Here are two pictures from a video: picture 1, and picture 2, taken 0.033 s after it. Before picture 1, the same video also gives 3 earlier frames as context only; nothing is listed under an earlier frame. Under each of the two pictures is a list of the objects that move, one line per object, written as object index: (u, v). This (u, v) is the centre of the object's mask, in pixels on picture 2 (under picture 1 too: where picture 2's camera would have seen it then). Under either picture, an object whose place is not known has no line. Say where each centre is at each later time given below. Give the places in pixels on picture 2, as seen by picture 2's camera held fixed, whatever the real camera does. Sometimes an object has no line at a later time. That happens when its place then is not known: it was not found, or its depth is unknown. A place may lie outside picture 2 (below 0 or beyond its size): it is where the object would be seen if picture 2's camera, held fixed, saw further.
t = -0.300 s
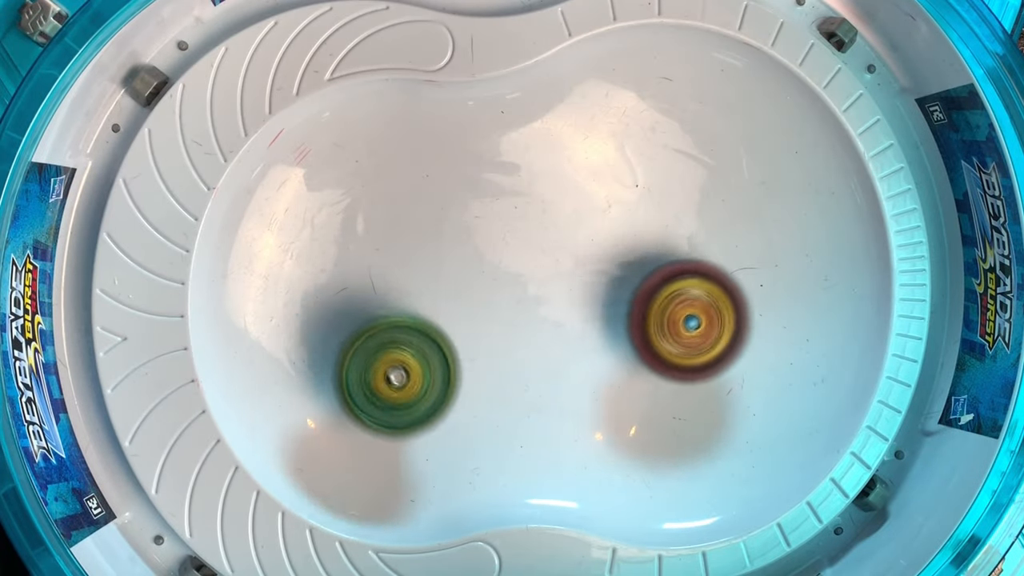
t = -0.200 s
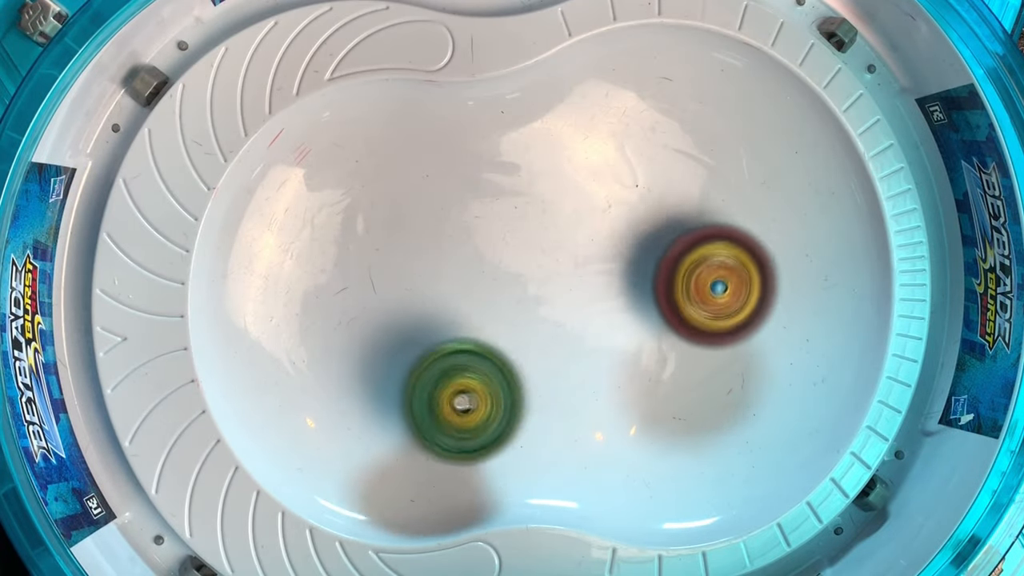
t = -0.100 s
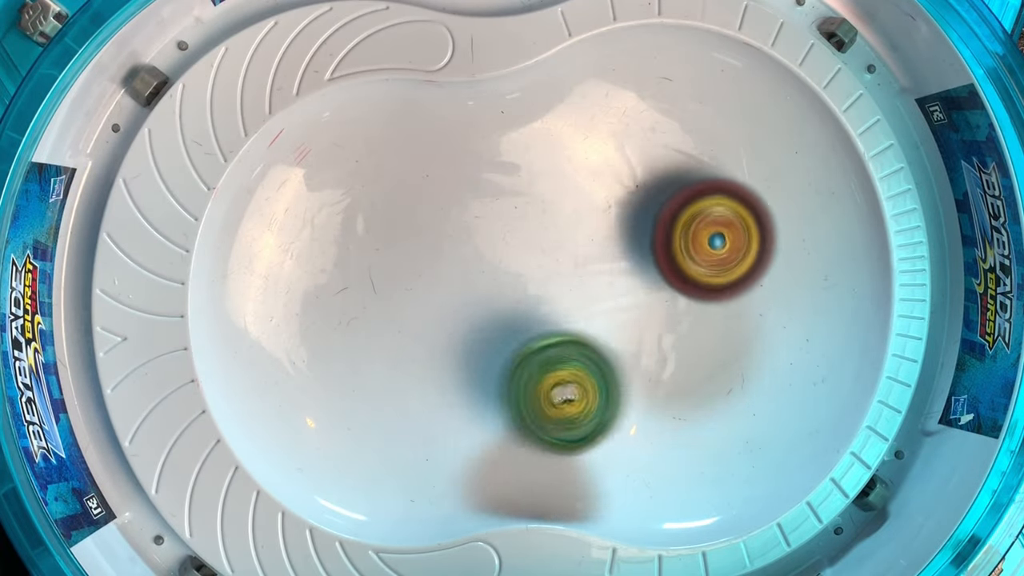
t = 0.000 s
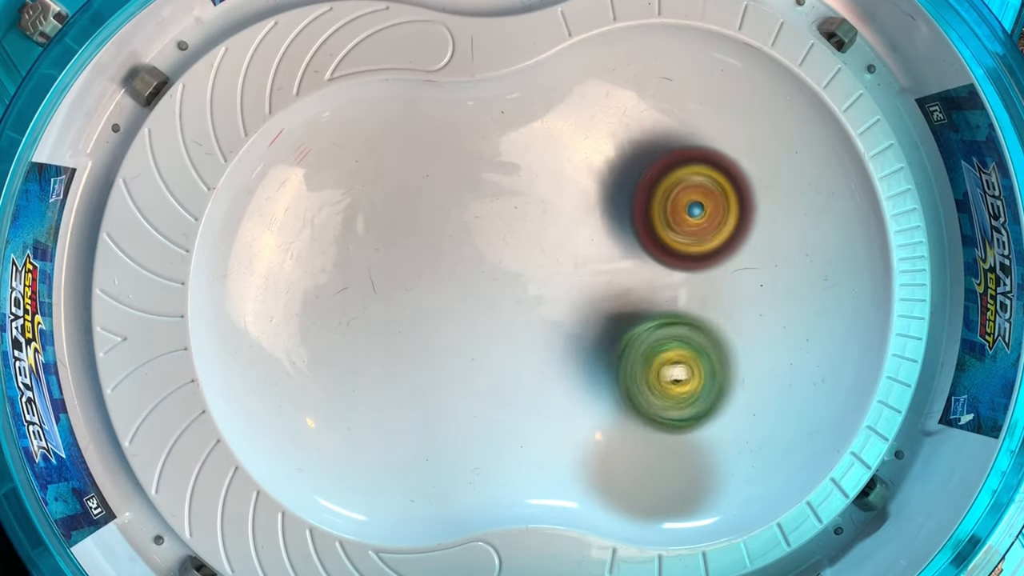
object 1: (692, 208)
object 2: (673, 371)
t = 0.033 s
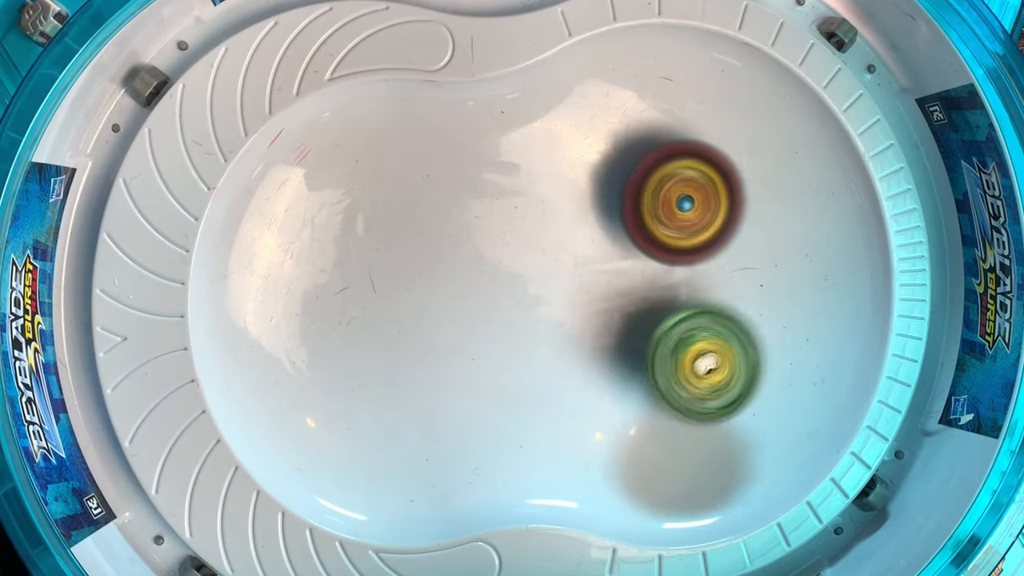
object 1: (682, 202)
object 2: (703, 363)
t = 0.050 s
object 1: (676, 200)
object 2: (716, 356)
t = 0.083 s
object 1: (665, 199)
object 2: (737, 338)
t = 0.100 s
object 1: (660, 200)
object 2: (744, 325)
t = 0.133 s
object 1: (648, 202)
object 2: (752, 297)
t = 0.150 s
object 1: (643, 205)
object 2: (753, 281)
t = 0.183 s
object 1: (626, 209)
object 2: (761, 257)
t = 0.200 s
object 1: (614, 209)
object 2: (766, 247)
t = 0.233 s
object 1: (591, 215)
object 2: (769, 224)
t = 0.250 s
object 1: (580, 220)
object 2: (767, 213)
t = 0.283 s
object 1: (560, 231)
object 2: (755, 189)
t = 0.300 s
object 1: (549, 237)
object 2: (746, 177)
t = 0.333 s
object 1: (531, 248)
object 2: (722, 158)
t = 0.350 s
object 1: (524, 254)
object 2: (706, 151)
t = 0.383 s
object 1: (511, 264)
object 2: (673, 146)
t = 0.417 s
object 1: (500, 273)
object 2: (640, 152)
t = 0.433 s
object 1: (495, 277)
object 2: (623, 161)
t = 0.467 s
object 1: (488, 286)
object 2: (596, 183)
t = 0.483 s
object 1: (485, 290)
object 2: (584, 197)
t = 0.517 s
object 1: (452, 317)
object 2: (590, 209)
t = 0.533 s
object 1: (430, 334)
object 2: (599, 210)
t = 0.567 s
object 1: (392, 365)
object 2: (617, 218)
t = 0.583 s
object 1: (375, 378)
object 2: (625, 223)
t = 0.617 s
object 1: (349, 401)
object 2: (641, 235)
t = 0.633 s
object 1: (340, 412)
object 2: (650, 241)
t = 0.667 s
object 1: (329, 428)
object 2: (671, 250)
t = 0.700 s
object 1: (330, 441)
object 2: (692, 257)
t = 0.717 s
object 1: (334, 447)
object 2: (703, 259)
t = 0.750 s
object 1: (349, 456)
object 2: (724, 261)
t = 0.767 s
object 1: (359, 459)
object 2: (733, 262)
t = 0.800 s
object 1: (383, 464)
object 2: (751, 259)
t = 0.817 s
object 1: (396, 465)
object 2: (758, 257)
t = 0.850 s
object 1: (421, 461)
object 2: (770, 250)
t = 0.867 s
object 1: (432, 456)
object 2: (774, 245)
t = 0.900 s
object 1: (454, 440)
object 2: (777, 233)
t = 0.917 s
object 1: (465, 431)
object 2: (776, 227)
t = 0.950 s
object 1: (484, 413)
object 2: (771, 213)
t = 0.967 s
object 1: (493, 403)
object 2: (766, 206)
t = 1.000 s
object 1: (507, 383)
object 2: (755, 196)
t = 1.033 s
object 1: (519, 363)
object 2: (739, 190)
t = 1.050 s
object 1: (524, 353)
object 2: (730, 189)
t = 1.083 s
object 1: (530, 334)
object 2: (709, 191)
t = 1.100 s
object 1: (532, 326)
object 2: (699, 196)
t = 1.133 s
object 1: (533, 311)
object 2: (681, 208)
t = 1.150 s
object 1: (531, 304)
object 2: (672, 217)
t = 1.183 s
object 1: (525, 294)
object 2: (658, 240)
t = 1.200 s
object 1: (520, 290)
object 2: (652, 252)
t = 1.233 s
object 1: (508, 283)
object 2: (643, 282)
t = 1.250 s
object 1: (500, 280)
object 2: (640, 297)
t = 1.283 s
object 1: (485, 273)
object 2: (640, 329)
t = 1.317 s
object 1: (468, 266)
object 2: (645, 359)
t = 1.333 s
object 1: (458, 262)
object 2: (650, 374)
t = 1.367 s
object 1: (439, 255)
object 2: (665, 403)
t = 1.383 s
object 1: (429, 251)
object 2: (674, 415)
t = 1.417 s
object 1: (407, 243)
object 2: (695, 434)
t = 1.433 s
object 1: (397, 239)
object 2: (707, 440)
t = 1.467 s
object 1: (375, 233)
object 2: (732, 445)
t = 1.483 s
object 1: (365, 231)
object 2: (745, 443)
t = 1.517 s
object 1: (343, 230)
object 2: (769, 432)
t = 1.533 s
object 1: (334, 232)
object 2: (779, 421)
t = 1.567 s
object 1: (314, 240)
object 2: (793, 390)
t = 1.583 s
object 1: (306, 246)
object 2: (796, 374)
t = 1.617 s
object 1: (293, 263)
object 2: (793, 339)
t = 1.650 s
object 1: (285, 284)
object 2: (779, 306)
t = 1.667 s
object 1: (284, 296)
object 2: (769, 290)
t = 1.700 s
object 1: (287, 320)
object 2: (742, 263)
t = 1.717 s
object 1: (291, 331)
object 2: (726, 252)
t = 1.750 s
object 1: (303, 350)
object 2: (691, 236)
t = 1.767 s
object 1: (311, 357)
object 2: (674, 232)
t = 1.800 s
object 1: (329, 368)
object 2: (636, 228)
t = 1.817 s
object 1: (340, 370)
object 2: (619, 230)
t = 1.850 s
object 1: (360, 371)
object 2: (577, 238)
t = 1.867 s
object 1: (369, 369)
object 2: (557, 243)
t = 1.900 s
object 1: (388, 362)
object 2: (516, 251)
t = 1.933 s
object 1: (398, 356)
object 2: (485, 258)
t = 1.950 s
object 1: (389, 364)
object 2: (483, 247)
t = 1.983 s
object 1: (373, 375)
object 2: (479, 226)
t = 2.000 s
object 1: (368, 379)
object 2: (476, 215)
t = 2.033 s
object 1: (363, 383)
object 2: (467, 198)
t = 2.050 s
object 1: (363, 383)
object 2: (460, 191)
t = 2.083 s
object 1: (368, 381)
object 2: (444, 179)
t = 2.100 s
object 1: (373, 379)
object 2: (433, 174)
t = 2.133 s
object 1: (384, 374)
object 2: (410, 168)
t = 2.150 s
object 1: (390, 371)
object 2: (396, 165)
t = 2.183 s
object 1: (401, 364)
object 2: (368, 163)
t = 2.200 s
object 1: (405, 360)
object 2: (353, 164)
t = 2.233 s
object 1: (414, 351)
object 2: (327, 177)
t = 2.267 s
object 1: (421, 341)
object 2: (306, 202)
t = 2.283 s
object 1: (424, 336)
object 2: (299, 216)
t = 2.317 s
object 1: (429, 327)
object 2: (294, 249)
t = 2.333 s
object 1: (432, 322)
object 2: (296, 267)
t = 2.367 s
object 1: (441, 315)
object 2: (300, 297)
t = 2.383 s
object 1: (463, 318)
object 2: (285, 307)
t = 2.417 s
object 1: (506, 323)
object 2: (262, 326)
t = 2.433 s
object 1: (524, 326)
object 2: (258, 336)
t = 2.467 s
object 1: (557, 328)
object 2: (257, 361)
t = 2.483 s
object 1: (572, 328)
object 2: (263, 372)
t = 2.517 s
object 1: (597, 327)
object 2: (283, 400)
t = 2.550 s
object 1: (619, 326)
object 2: (311, 423)
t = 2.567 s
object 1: (629, 326)
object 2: (329, 429)
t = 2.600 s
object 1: (650, 326)
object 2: (362, 434)
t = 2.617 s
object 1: (660, 325)
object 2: (381, 430)
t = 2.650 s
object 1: (676, 322)
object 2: (413, 418)
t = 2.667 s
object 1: (686, 321)
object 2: (427, 407)
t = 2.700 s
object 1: (702, 316)
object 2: (455, 384)
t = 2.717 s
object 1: (709, 313)
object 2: (467, 372)
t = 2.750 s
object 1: (720, 304)
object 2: (490, 346)
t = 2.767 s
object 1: (725, 300)
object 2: (501, 335)
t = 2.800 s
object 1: (733, 291)
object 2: (518, 313)
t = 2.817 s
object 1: (737, 286)
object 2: (528, 302)
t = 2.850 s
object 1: (742, 277)
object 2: (542, 281)
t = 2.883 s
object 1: (745, 268)
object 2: (553, 262)
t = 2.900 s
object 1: (746, 263)
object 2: (559, 254)
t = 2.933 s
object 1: (746, 253)
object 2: (565, 237)
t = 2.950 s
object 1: (746, 248)
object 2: (568, 230)
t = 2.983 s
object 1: (744, 240)
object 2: (571, 219)
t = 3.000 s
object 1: (743, 235)
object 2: (571, 214)
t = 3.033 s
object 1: (738, 227)
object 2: (572, 207)
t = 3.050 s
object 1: (735, 224)
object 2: (571, 204)
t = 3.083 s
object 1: (729, 218)
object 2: (574, 201)
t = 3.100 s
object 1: (726, 216)
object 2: (575, 201)
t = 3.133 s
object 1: (718, 213)
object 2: (577, 202)
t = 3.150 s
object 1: (715, 212)
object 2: (579, 205)
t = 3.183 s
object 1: (707, 211)
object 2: (583, 210)
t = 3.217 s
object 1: (712, 215)
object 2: (573, 214)
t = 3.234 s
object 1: (714, 218)
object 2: (565, 219)
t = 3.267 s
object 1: (714, 226)
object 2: (551, 226)
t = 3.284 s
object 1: (713, 228)
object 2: (546, 230)
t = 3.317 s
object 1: (709, 233)
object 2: (537, 238)
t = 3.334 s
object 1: (707, 235)
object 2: (533, 241)
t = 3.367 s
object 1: (704, 242)
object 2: (530, 251)
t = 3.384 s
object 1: (702, 244)
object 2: (528, 257)
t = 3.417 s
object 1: (697, 251)
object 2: (529, 267)
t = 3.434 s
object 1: (695, 254)
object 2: (530, 275)
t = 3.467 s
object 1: (691, 261)
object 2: (535, 285)
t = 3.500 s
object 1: (688, 269)
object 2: (543, 296)
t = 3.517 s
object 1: (688, 273)
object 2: (548, 303)
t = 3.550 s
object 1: (685, 281)
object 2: (558, 314)
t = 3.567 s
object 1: (684, 285)
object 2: (565, 320)
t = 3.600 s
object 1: (687, 293)
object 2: (574, 329)
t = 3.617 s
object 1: (699, 297)
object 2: (563, 333)
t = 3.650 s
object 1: (728, 306)
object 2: (536, 343)
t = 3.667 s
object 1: (739, 310)
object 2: (523, 349)
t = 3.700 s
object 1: (753, 317)
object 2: (500, 358)
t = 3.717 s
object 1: (756, 318)
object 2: (490, 363)
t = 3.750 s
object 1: (759, 318)
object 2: (472, 367)
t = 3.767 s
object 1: (760, 317)
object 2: (465, 367)
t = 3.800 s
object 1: (760, 315)
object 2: (449, 368)
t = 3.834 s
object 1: (757, 313)
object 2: (431, 367)
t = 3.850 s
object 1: (755, 312)
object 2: (421, 365)
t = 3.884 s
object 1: (751, 311)
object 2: (402, 361)
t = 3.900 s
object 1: (748, 310)
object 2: (393, 361)
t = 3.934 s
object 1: (740, 308)
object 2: (373, 356)
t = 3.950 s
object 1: (737, 309)
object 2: (364, 354)
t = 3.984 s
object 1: (728, 310)
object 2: (347, 353)
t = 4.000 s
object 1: (724, 311)
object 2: (338, 353)
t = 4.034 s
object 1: (714, 314)
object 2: (324, 354)
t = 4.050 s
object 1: (708, 316)
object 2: (318, 357)
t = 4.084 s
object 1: (697, 319)
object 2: (309, 361)
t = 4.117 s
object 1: (686, 324)
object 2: (305, 366)
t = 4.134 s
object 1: (681, 327)
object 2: (306, 367)
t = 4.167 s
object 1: (671, 333)
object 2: (311, 373)
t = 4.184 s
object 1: (665, 335)
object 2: (313, 375)
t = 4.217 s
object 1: (656, 341)
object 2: (324, 374)
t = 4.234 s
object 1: (652, 345)
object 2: (329, 375)
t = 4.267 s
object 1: (644, 351)
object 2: (340, 367)
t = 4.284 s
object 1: (641, 354)
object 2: (347, 361)
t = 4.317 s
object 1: (636, 360)
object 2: (357, 348)
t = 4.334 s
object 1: (634, 362)
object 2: (360, 340)
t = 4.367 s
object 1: (630, 368)
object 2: (369, 322)
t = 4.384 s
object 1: (629, 370)
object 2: (375, 313)
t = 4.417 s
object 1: (626, 374)
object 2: (381, 293)
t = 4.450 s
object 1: (625, 377)
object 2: (386, 273)
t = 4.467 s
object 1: (624, 378)
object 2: (388, 261)
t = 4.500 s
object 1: (623, 378)
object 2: (392, 242)
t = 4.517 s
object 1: (623, 378)
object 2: (391, 234)
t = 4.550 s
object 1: (622, 376)
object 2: (391, 215)
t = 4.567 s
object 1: (622, 375)
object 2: (390, 207)
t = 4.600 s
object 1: (622, 370)
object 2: (385, 193)
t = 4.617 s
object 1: (621, 367)
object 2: (381, 189)
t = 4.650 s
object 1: (621, 360)
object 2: (374, 180)
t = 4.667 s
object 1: (620, 356)
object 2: (371, 180)
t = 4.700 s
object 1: (618, 347)
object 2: (363, 181)
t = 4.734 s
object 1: (614, 337)
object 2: (355, 186)
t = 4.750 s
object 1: (613, 331)
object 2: (354, 188)
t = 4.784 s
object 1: (607, 320)
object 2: (352, 199)
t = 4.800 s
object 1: (604, 313)
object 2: (353, 208)
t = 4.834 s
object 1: (597, 302)
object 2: (357, 223)
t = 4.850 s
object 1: (594, 296)
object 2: (363, 229)
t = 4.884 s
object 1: (586, 283)
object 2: (374, 246)
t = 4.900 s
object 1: (582, 276)
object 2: (380, 254)
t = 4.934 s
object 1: (573, 264)
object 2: (396, 267)
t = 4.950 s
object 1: (569, 258)
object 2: (406, 274)
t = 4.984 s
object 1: (559, 247)
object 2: (425, 287)
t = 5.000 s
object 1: (555, 242)
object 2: (432, 292)
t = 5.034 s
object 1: (556, 229)
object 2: (442, 310)
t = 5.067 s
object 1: (563, 218)
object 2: (448, 332)
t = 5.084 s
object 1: (563, 214)
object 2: (453, 345)
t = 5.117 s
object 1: (563, 207)
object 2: (464, 365)
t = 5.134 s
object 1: (561, 205)
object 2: (470, 372)
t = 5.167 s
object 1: (556, 200)
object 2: (486, 388)
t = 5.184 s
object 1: (553, 198)
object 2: (497, 397)
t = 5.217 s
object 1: (547, 195)
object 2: (517, 407)
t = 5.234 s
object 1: (543, 193)
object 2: (528, 409)
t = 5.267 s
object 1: (538, 190)
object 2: (552, 416)
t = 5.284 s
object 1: (535, 188)
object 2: (565, 421)
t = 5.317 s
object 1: (530, 185)
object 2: (590, 426)
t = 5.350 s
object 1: (525, 185)
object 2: (613, 430)
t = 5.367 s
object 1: (522, 184)
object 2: (626, 430)
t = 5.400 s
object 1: (519, 185)
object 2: (649, 432)
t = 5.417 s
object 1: (517, 186)
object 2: (662, 434)
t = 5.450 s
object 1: (515, 190)
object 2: (686, 430)
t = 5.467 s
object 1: (513, 192)
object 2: (695, 425)
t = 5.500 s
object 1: (511, 197)
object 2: (715, 412)
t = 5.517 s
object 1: (510, 201)
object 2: (725, 404)
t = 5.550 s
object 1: (508, 209)
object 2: (740, 383)
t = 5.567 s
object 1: (507, 214)
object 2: (744, 370)
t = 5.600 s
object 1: (507, 224)
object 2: (751, 344)
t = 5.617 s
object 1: (509, 229)
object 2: (754, 330)
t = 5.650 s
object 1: (513, 240)
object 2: (753, 302)
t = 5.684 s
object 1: (520, 250)
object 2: (748, 275)
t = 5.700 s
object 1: (523, 256)
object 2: (742, 262)
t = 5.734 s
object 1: (532, 267)
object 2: (730, 237)
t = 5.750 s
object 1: (536, 272)
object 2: (724, 225)
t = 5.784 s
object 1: (546, 284)
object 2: (707, 204)
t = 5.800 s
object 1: (552, 289)
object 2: (697, 197)
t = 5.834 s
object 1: (563, 301)
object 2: (678, 182)
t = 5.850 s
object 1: (568, 306)
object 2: (666, 175)
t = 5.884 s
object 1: (579, 318)
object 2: (645, 169)
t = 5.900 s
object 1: (585, 323)
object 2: (636, 168)
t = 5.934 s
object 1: (599, 336)
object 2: (617, 171)
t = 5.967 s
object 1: (612, 348)
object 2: (598, 176)
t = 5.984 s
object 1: (619, 353)
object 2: (588, 180)
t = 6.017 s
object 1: (633, 365)
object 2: (569, 186)
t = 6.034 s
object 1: (641, 371)
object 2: (561, 190)
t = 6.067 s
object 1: (656, 382)
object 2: (540, 198)
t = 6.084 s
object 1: (662, 387)
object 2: (529, 203)
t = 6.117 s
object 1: (676, 396)
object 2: (509, 212)
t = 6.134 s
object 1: (684, 400)
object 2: (499, 216)
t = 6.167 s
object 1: (698, 404)
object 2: (479, 228)
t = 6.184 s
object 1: (705, 406)
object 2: (471, 235)
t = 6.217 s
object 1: (718, 408)
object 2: (457, 248)
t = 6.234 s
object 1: (725, 408)
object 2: (450, 254)
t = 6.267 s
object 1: (737, 405)
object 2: (440, 269)
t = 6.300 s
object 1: (747, 400)
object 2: (432, 283)
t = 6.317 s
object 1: (753, 397)
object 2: (431, 289)
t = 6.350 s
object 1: (760, 388)
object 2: (428, 302)
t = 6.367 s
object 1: (762, 383)
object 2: (426, 310)
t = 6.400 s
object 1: (766, 372)
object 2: (426, 324)
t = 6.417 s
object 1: (765, 366)
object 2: (426, 328)
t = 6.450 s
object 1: (764, 354)
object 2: (427, 339)
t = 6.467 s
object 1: (761, 348)
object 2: (428, 345)
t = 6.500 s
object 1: (756, 335)
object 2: (431, 354)
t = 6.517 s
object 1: (752, 329)
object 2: (431, 358)
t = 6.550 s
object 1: (742, 318)
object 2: (435, 367)
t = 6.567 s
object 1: (738, 313)
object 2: (438, 369)
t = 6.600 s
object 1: (725, 304)
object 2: (442, 375)
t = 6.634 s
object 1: (711, 298)
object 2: (449, 379)
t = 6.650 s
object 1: (704, 295)
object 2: (453, 382)
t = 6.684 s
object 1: (690, 291)
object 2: (460, 384)
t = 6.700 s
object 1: (683, 289)
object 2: (463, 383)
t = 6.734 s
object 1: (669, 286)
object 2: (472, 383)
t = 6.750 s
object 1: (661, 286)
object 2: (477, 382)
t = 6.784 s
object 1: (649, 285)
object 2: (486, 378)
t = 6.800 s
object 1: (643, 285)
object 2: (489, 377)
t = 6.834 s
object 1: (632, 285)
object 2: (498, 373)
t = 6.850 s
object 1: (627, 285)
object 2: (501, 368)
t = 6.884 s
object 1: (615, 284)
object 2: (509, 361)
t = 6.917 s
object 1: (619, 276)
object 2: (500, 360)
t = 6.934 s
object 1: (623, 274)
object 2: (495, 358)
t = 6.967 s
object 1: (628, 267)
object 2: (486, 355)
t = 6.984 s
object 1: (629, 265)
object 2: (484, 352)
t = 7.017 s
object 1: (628, 261)
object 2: (476, 346)
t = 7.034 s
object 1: (627, 258)
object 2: (471, 345)
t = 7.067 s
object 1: (625, 253)
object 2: (461, 337)
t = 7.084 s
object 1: (624, 251)
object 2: (455, 333)
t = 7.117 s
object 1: (621, 247)
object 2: (444, 325)
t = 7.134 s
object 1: (620, 245)
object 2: (439, 318)
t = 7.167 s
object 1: (617, 242)
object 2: (426, 308)
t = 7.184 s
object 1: (617, 240)
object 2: (420, 304)
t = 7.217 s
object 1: (614, 237)
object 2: (407, 292)
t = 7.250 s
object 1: (611, 234)
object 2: (393, 280)
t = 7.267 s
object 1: (609, 232)
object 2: (385, 276)
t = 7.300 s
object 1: (606, 231)
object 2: (373, 267)
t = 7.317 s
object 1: (604, 230)
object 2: (365, 263)
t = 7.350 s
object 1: (601, 229)
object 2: (352, 258)
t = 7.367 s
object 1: (601, 229)
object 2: (347, 255)
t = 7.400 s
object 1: (598, 229)
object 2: (334, 253)
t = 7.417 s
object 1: (597, 228)
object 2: (330, 254)
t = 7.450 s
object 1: (595, 229)
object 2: (322, 256)
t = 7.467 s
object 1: (593, 230)
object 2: (318, 259)
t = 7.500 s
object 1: (593, 232)
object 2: (315, 264)
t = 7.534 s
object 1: (592, 235)
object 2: (315, 271)
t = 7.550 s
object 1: (592, 237)
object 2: (315, 274)
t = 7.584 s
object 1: (593, 241)
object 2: (319, 282)
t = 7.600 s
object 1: (594, 242)
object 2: (323, 284)
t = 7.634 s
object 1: (597, 247)
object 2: (330, 290)
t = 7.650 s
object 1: (597, 249)
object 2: (337, 293)
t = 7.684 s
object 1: (601, 254)
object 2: (349, 297)
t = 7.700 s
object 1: (602, 257)
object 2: (356, 300)
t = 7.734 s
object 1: (606, 262)
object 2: (370, 302)
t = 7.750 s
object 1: (610, 264)
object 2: (376, 302)
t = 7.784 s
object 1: (616, 270)
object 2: (393, 303)
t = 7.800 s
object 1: (618, 273)
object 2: (401, 302)
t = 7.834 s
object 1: (624, 279)
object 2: (416, 301)
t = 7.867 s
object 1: (631, 285)
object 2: (433, 302)
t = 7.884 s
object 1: (634, 290)
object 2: (442, 302)
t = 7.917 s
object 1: (641, 297)
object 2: (459, 304)
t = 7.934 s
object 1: (646, 300)
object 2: (468, 307)
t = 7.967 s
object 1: (653, 307)
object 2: (486, 310)
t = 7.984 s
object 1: (656, 310)
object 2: (494, 312)
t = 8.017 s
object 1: (663, 315)
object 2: (514, 316)
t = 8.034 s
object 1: (667, 318)
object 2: (522, 317)
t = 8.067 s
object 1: (674, 322)
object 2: (541, 323)
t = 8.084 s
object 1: (677, 322)
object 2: (552, 324)
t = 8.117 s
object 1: (692, 326)
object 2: (560, 326)
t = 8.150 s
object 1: (710, 331)
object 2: (558, 328)
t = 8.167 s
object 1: (715, 332)
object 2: (556, 327)
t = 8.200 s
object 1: (725, 333)
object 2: (557, 327)
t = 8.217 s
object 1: (729, 333)
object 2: (560, 327)
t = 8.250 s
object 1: (736, 332)
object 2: (563, 328)
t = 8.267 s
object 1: (739, 331)
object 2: (566, 330)
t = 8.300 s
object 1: (745, 327)
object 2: (570, 330)
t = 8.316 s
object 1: (746, 326)
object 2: (572, 331)
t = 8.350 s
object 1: (748, 322)
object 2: (577, 330)
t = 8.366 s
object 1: (750, 319)
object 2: (579, 330)
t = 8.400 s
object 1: (750, 314)
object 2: (585, 329)
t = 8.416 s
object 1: (749, 312)
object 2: (587, 327)
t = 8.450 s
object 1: (747, 307)
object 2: (592, 326)
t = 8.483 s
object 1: (743, 303)
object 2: (598, 322)
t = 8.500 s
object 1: (740, 301)
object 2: (599, 321)
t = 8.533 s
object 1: (734, 298)
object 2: (604, 318)
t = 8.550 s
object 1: (731, 296)
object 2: (607, 315)
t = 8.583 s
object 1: (734, 294)
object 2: (601, 310)
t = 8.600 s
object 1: (733, 294)
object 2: (595, 306)
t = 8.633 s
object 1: (729, 293)
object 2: (588, 302)
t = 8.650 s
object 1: (726, 292)
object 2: (585, 298)
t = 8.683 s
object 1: (718, 290)
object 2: (576, 293)
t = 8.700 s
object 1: (713, 289)
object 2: (573, 289)
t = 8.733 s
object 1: (704, 287)
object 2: (564, 283)
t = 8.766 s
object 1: (694, 286)
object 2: (557, 276)
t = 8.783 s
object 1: (690, 286)
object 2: (553, 272)
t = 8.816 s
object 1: (681, 287)
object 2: (546, 266)
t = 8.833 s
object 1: (675, 287)
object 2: (542, 262)
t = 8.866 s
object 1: (665, 287)
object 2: (533, 258)
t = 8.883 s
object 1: (660, 288)
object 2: (530, 254)
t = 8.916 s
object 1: (651, 289)
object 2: (520, 250)
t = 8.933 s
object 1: (647, 291)
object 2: (518, 248)
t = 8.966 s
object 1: (637, 294)
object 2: (508, 244)
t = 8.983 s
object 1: (633, 295)
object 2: (506, 244)
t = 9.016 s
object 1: (623, 297)
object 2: (498, 241)
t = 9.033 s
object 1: (618, 298)
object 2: (494, 242)
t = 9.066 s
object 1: (609, 298)
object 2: (487, 241)
